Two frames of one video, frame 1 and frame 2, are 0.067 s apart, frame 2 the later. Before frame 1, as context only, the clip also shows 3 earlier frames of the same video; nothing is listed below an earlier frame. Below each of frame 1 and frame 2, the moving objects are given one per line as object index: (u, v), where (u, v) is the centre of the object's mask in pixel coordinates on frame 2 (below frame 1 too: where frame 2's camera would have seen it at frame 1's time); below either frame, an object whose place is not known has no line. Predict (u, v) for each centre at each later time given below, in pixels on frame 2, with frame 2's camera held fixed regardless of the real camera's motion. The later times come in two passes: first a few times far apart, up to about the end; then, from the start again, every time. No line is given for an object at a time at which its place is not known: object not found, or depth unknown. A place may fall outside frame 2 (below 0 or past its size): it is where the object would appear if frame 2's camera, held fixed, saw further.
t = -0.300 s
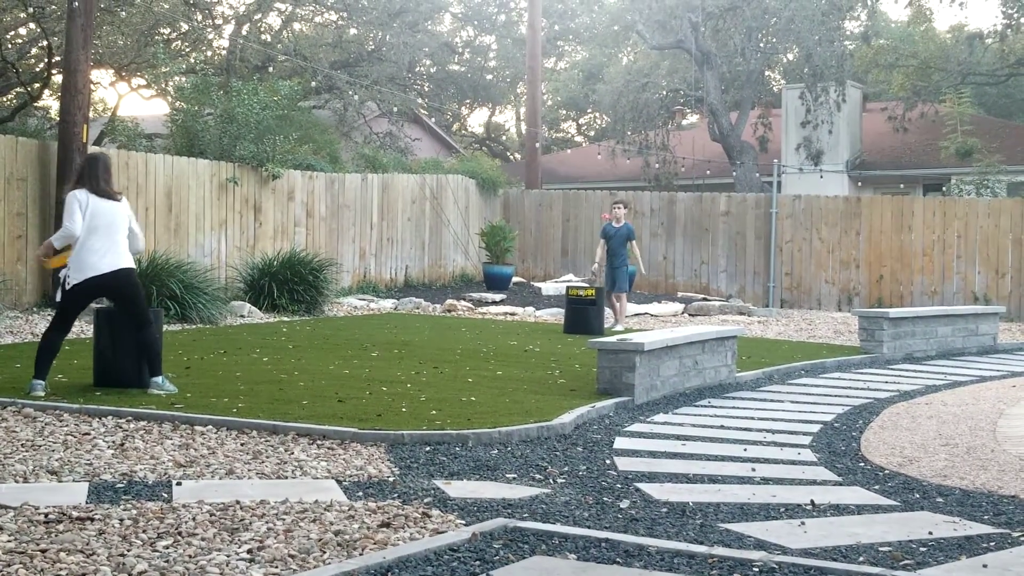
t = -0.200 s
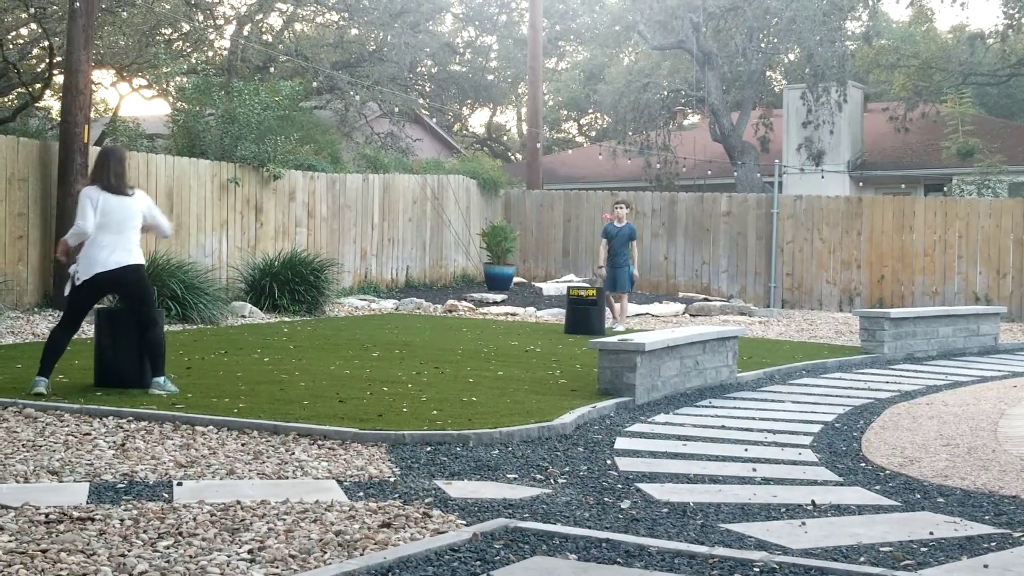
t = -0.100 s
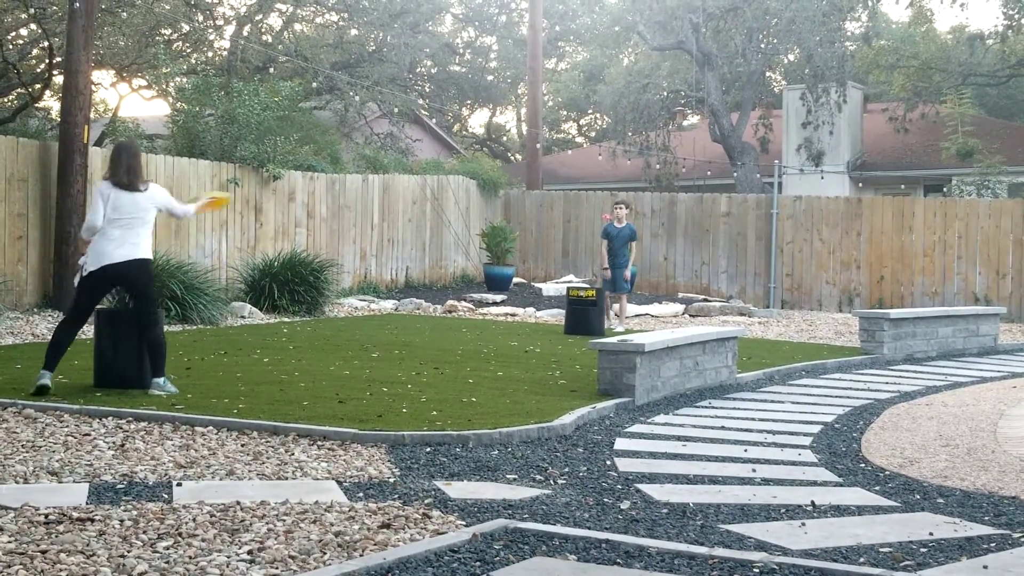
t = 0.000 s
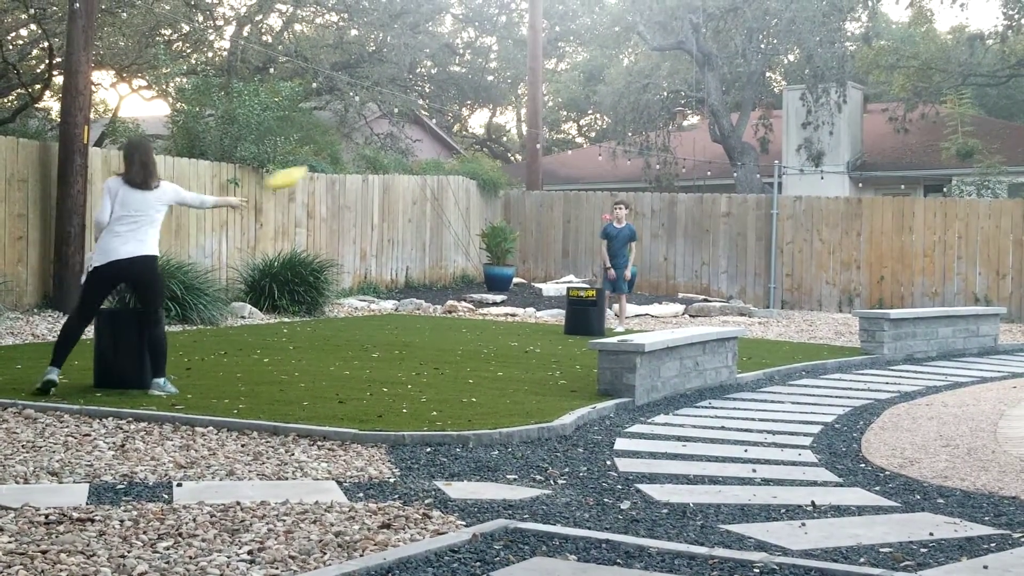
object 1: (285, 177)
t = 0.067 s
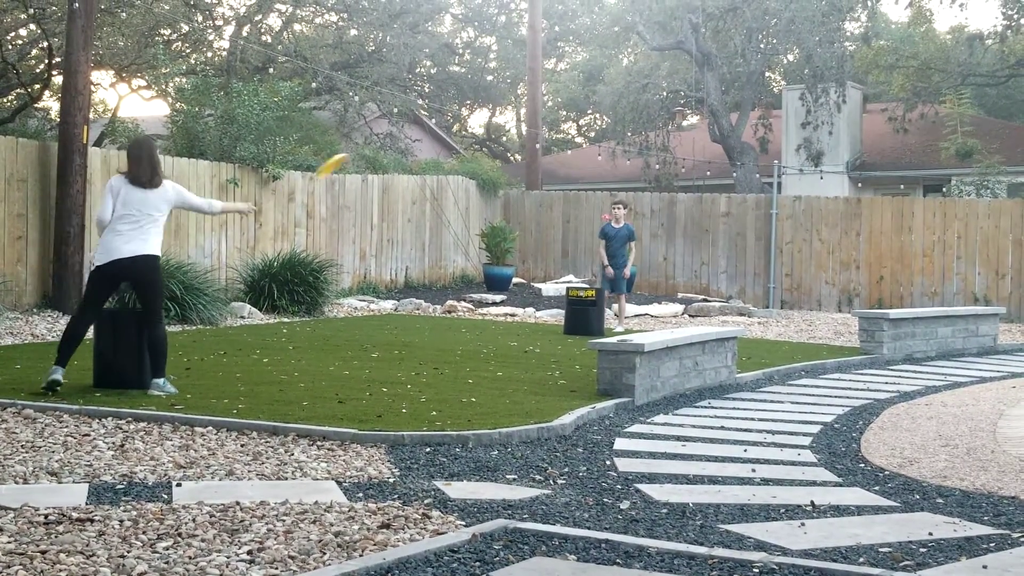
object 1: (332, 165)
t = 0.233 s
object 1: (423, 159)
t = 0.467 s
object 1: (524, 175)
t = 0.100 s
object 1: (350, 162)
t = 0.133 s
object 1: (368, 160)
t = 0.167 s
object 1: (387, 159)
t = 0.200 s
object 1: (406, 159)
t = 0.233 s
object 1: (423, 159)
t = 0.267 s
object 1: (438, 159)
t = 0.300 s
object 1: (456, 159)
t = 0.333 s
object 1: (471, 162)
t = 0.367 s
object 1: (484, 164)
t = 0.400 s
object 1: (498, 167)
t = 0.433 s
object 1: (513, 171)
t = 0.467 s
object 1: (524, 175)
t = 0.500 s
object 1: (537, 178)
